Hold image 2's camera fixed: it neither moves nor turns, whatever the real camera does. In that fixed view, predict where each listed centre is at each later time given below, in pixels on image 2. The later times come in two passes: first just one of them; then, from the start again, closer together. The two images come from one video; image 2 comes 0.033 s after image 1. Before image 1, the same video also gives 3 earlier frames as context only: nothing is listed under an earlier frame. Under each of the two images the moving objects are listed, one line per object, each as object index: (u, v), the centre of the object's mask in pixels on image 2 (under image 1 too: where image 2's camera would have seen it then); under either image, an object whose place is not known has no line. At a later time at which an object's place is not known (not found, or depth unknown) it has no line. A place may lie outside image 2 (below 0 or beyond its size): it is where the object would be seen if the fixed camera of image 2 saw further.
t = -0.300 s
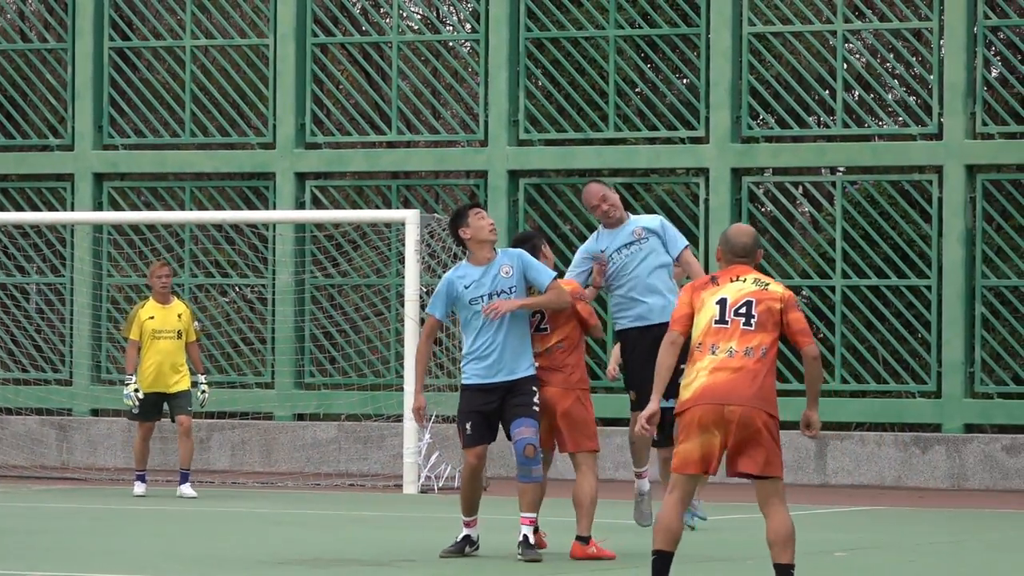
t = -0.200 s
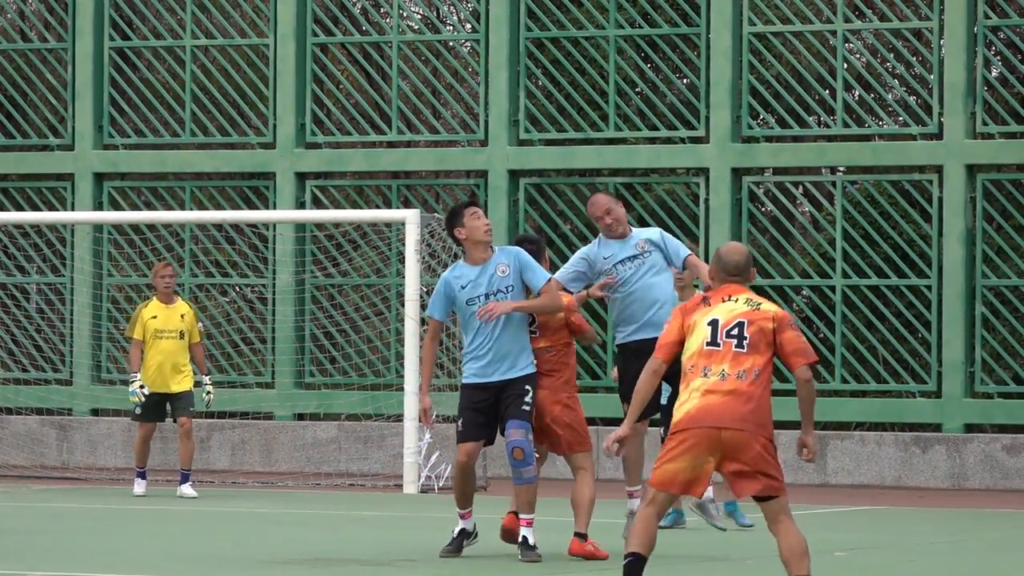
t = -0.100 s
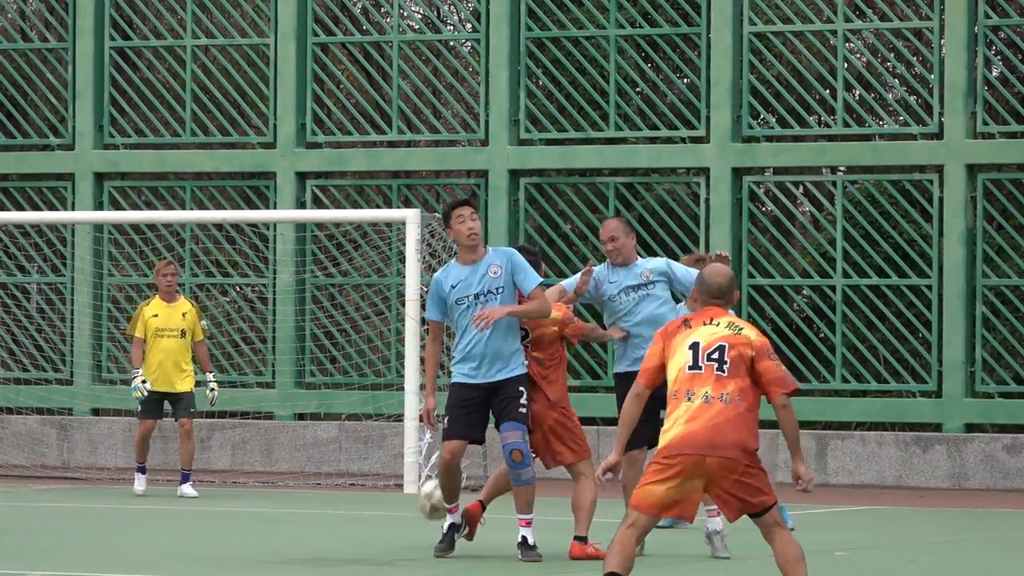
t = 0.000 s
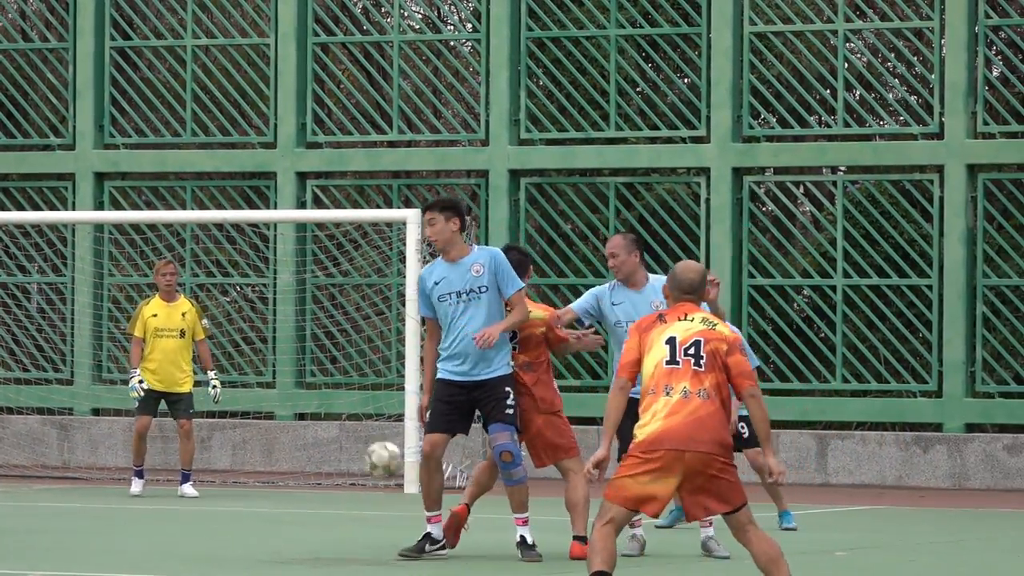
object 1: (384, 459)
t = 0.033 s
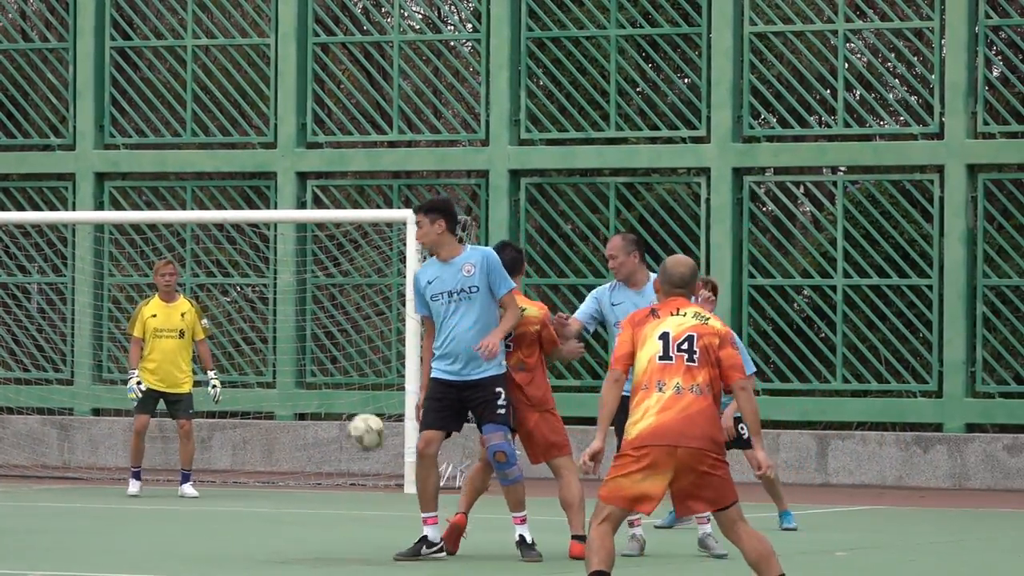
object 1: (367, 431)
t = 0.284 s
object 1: (236, 285)
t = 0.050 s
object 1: (357, 418)
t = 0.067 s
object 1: (349, 406)
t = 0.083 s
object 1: (340, 393)
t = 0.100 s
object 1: (332, 381)
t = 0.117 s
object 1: (323, 371)
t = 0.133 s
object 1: (315, 358)
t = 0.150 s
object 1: (306, 349)
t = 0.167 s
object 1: (297, 339)
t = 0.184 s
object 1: (288, 329)
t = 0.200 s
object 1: (279, 321)
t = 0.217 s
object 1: (270, 313)
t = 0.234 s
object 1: (261, 305)
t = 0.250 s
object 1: (253, 298)
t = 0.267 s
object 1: (246, 292)
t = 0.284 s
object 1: (236, 285)
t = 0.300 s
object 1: (228, 279)
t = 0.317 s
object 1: (220, 274)
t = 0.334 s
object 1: (211, 268)
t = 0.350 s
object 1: (203, 264)
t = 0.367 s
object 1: (194, 261)
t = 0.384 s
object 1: (185, 258)
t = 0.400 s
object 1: (177, 255)
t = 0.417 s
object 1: (168, 253)
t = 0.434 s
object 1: (161, 252)
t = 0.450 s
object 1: (151, 251)
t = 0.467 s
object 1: (142, 251)
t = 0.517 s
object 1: (117, 251)
